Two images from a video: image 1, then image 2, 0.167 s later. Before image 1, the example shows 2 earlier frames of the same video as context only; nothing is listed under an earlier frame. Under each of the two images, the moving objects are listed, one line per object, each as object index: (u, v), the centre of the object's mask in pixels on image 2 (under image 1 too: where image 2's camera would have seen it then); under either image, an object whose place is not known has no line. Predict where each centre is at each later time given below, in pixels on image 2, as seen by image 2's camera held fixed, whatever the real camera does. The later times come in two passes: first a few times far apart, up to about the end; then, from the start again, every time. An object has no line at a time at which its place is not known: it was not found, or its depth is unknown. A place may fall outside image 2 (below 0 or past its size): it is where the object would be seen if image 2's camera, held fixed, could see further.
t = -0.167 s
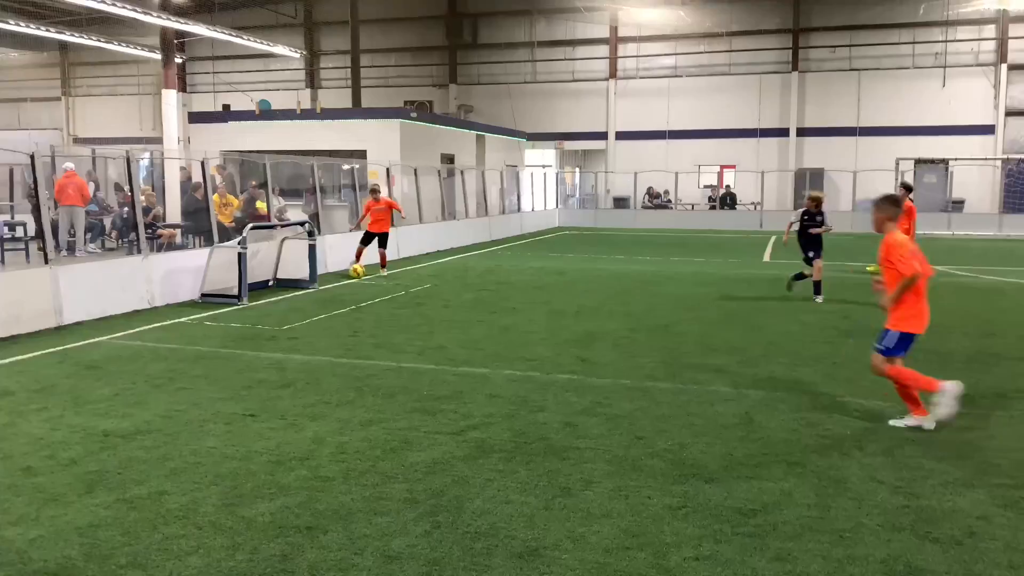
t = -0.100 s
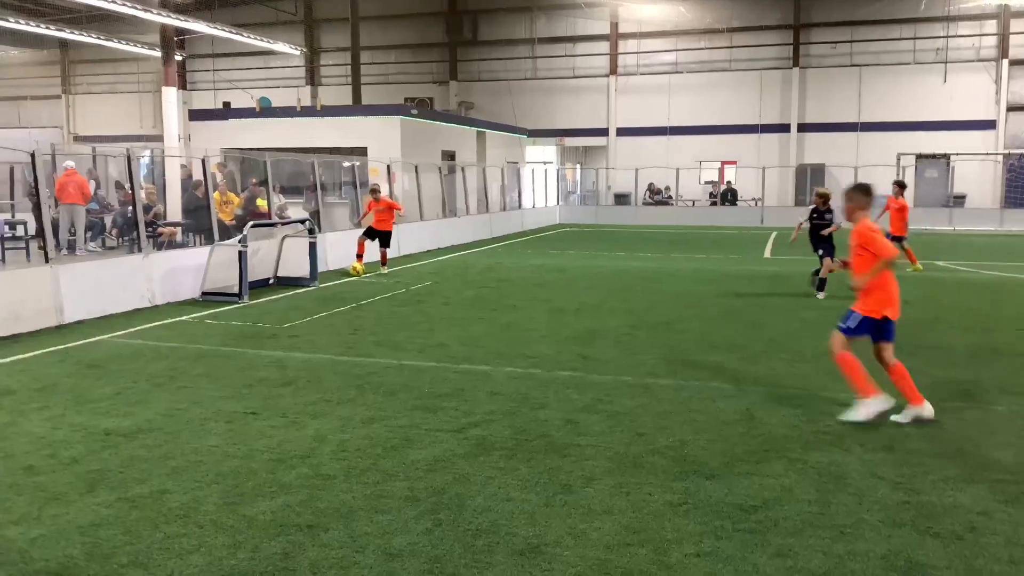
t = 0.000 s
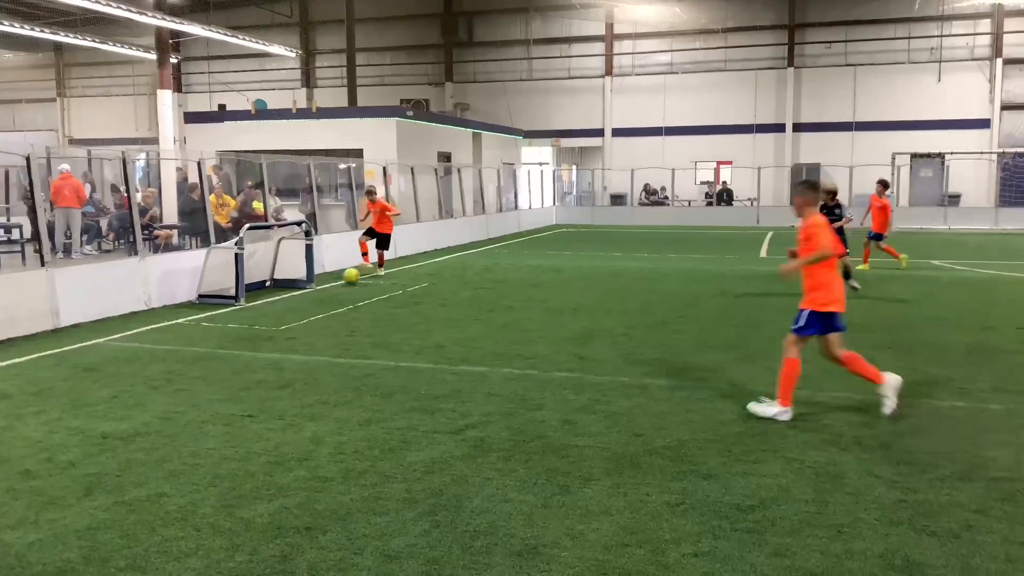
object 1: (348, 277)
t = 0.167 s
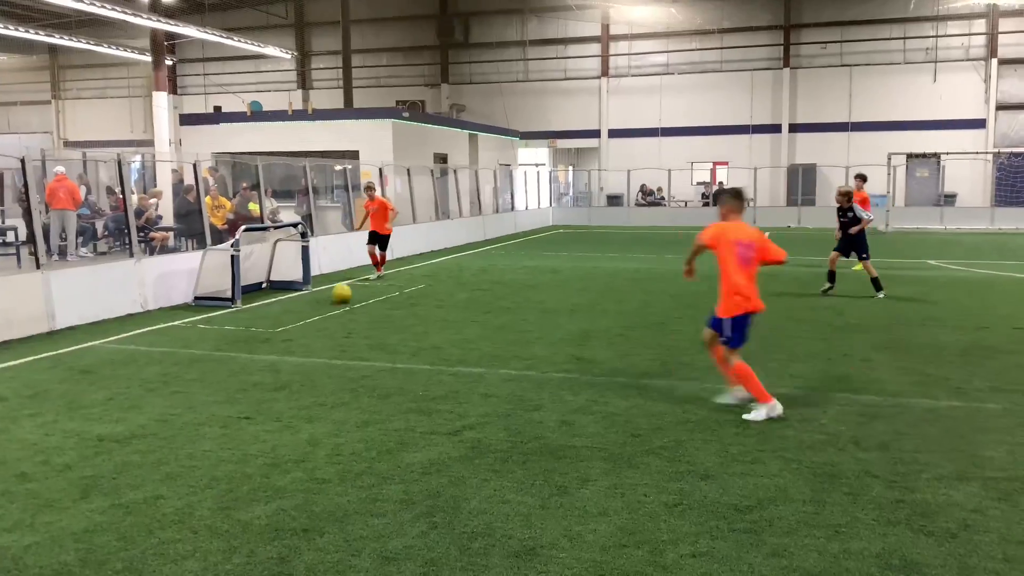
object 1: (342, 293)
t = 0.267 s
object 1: (336, 303)
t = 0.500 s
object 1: (319, 327)
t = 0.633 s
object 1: (306, 345)
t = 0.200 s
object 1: (340, 296)
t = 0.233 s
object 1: (338, 299)
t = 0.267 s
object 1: (336, 303)
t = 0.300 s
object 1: (334, 306)
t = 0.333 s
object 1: (332, 310)
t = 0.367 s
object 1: (329, 313)
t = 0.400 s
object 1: (327, 317)
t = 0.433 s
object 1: (324, 321)
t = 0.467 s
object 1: (321, 323)
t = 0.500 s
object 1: (319, 327)
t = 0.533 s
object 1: (315, 332)
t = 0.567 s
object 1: (312, 336)
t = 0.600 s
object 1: (309, 340)
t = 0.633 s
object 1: (306, 345)
